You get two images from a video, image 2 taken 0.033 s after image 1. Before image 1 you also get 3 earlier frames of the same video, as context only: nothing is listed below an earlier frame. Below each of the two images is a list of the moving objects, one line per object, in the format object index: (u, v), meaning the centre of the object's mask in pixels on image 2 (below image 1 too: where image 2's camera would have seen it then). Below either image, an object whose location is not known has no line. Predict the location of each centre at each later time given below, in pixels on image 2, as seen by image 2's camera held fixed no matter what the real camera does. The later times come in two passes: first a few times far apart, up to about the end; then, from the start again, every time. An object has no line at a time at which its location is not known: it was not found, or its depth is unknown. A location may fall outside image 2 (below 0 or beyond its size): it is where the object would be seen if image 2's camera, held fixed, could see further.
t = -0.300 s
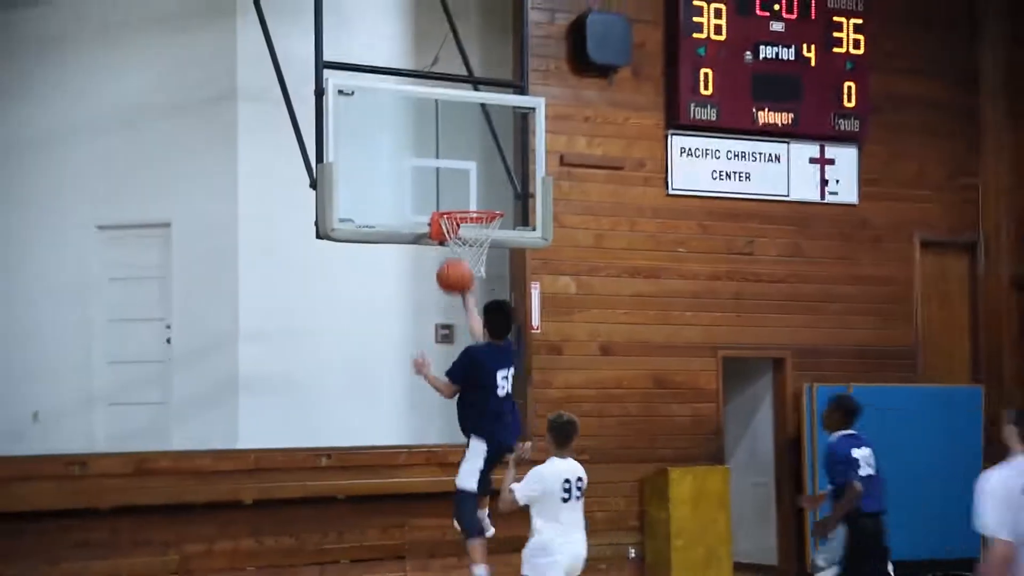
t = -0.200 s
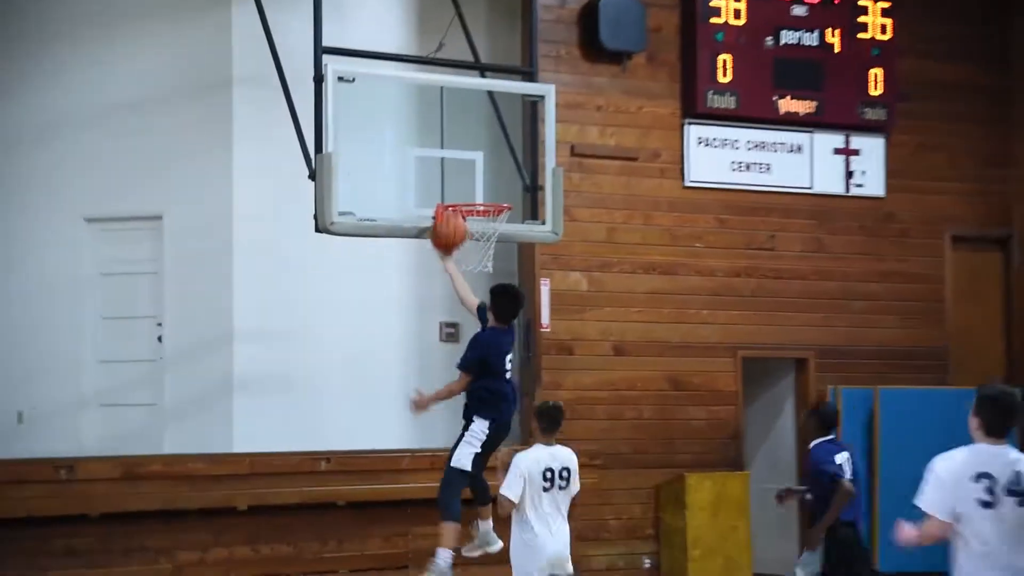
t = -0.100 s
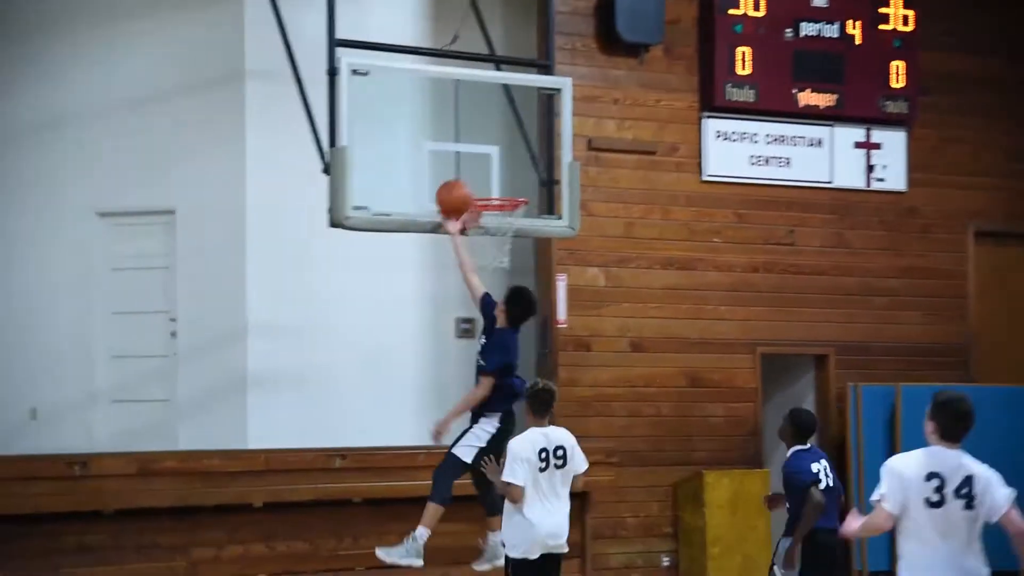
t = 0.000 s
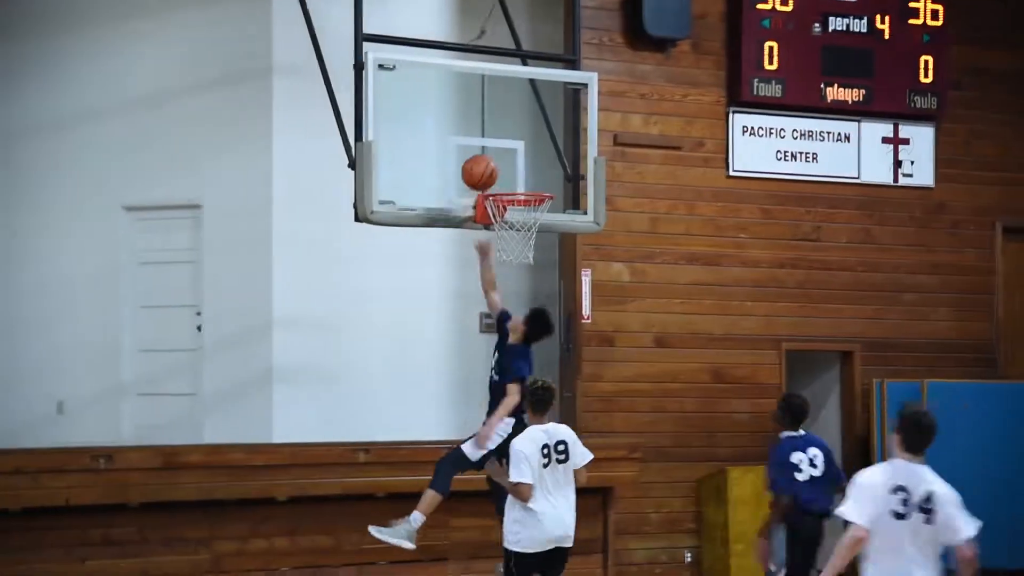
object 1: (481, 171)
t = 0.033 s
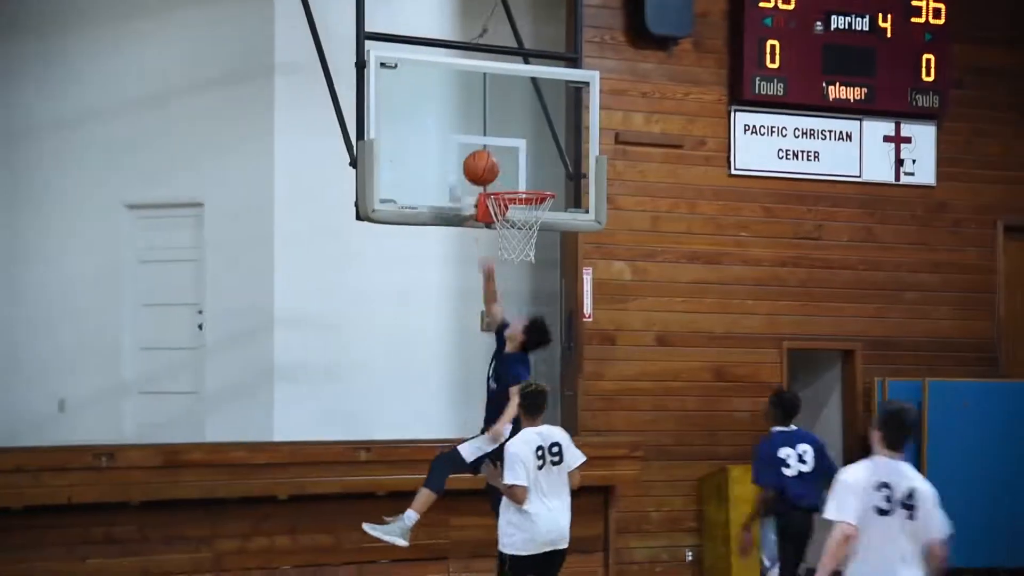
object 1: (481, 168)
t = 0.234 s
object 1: (498, 167)
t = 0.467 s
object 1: (523, 179)
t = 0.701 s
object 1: (518, 181)
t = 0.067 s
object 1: (481, 166)
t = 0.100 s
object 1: (481, 167)
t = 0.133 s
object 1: (481, 168)
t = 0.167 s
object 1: (483, 170)
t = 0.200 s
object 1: (491, 168)
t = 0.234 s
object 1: (498, 167)
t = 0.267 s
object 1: (507, 167)
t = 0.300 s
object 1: (515, 170)
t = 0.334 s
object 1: (524, 174)
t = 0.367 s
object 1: (532, 178)
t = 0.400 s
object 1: (539, 182)
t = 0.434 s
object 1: (531, 181)
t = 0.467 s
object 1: (523, 179)
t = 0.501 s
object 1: (515, 180)
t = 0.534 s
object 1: (506, 181)
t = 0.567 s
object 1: (505, 180)
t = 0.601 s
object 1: (509, 179)
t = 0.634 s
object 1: (512, 179)
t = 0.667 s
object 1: (515, 179)
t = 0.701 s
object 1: (518, 181)
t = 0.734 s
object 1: (521, 183)
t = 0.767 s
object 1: (522, 185)
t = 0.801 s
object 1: (522, 185)
